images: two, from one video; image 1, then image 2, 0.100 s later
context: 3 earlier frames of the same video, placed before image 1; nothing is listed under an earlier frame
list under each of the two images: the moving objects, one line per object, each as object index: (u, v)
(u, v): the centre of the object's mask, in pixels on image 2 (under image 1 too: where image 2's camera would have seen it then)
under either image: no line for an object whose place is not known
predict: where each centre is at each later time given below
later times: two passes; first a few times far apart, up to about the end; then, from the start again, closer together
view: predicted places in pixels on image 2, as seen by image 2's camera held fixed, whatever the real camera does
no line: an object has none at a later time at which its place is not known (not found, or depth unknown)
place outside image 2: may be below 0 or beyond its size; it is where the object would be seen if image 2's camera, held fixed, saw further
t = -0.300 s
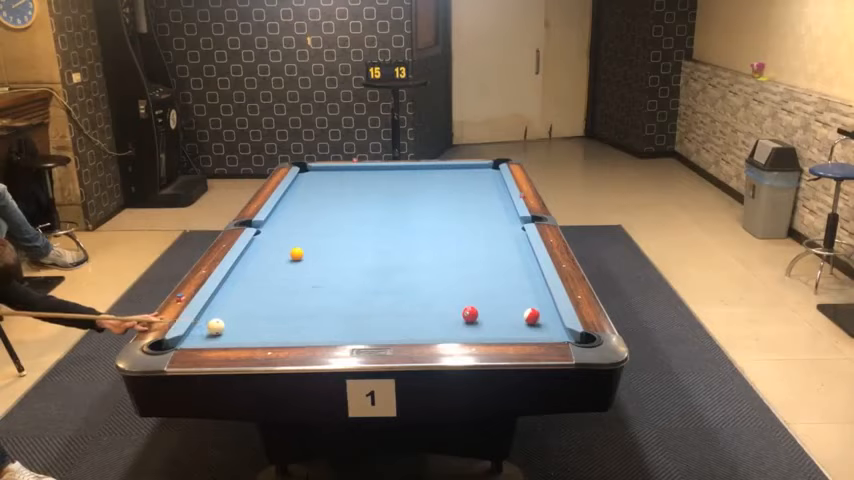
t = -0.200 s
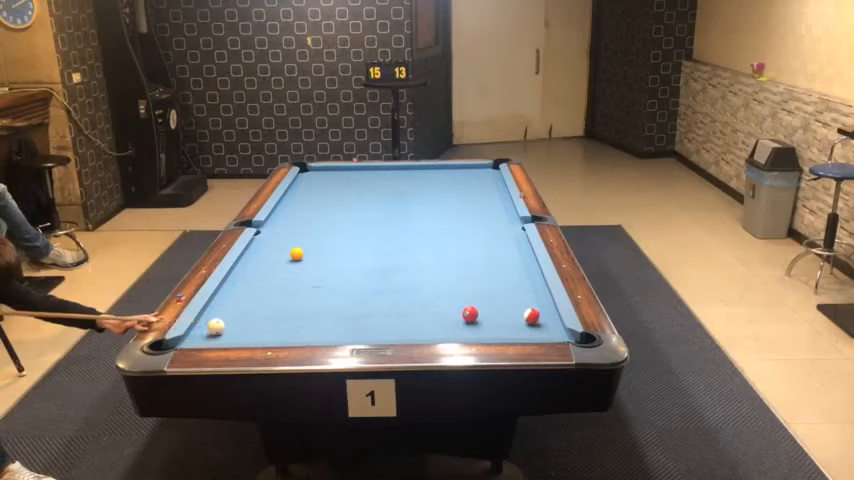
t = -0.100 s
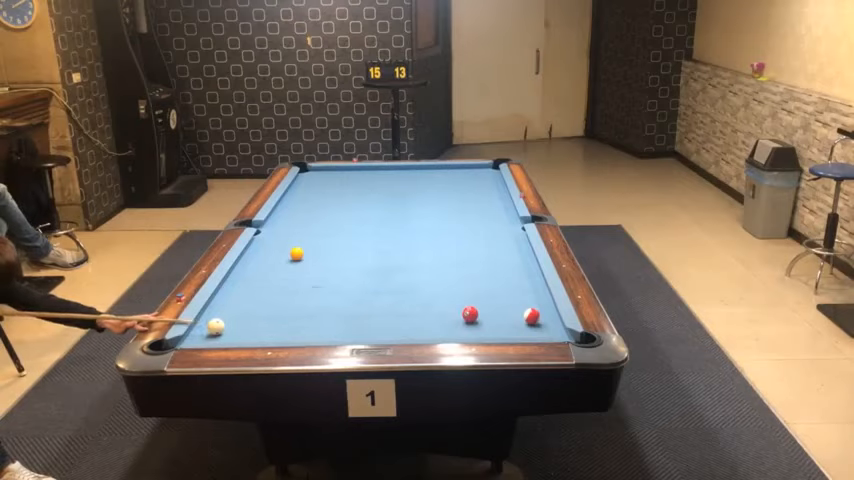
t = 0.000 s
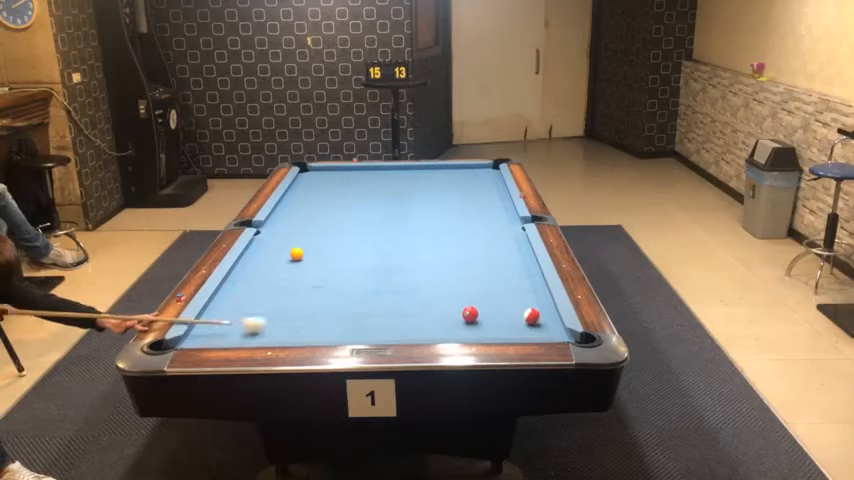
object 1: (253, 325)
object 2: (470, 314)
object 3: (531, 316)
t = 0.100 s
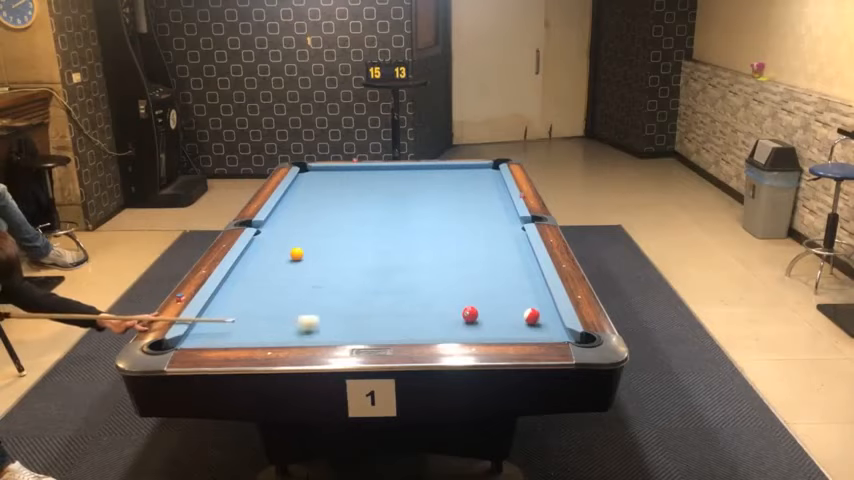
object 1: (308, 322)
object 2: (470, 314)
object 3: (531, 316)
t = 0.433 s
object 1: (463, 321)
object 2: (488, 310)
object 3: (531, 316)
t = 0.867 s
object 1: (536, 328)
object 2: (520, 296)
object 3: (531, 315)
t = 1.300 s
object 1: (544, 319)
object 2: (472, 293)
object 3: (526, 313)
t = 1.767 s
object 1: (539, 317)
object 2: (426, 290)
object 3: (507, 306)
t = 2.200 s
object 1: (539, 317)
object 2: (388, 288)
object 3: (493, 301)
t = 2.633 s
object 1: (539, 317)
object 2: (354, 286)
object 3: (483, 297)
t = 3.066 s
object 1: (539, 317)
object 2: (324, 285)
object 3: (477, 295)
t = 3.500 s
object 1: (539, 317)
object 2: (298, 284)
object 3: (474, 294)
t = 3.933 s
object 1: (539, 317)
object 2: (275, 283)
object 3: (472, 293)
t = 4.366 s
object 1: (539, 317)
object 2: (256, 283)
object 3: (472, 293)
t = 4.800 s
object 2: (240, 283)
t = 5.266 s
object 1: (539, 317)
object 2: (228, 283)
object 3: (473, 293)
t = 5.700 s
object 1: (539, 317)
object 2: (232, 282)
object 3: (473, 293)
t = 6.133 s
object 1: (539, 317)
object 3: (473, 293)
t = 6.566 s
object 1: (539, 317)
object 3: (473, 293)
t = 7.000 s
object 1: (539, 317)
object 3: (473, 293)
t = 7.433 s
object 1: (539, 317)
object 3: (473, 293)
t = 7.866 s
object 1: (539, 317)
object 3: (473, 293)
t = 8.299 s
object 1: (539, 317)
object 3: (473, 293)
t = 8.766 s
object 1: (539, 317)
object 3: (473, 293)
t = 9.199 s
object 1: (539, 317)
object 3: (473, 293)
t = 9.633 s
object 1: (539, 317)
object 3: (473, 293)
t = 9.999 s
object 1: (539, 317)
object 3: (473, 293)
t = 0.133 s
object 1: (326, 321)
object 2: (470, 314)
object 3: (531, 316)
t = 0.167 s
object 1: (344, 321)
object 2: (470, 314)
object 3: (531, 316)
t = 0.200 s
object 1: (362, 320)
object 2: (470, 314)
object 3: (531, 316)
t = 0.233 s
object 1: (379, 319)
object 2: (470, 314)
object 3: (531, 316)
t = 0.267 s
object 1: (397, 318)
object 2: (470, 314)
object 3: (531, 316)
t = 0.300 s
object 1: (414, 318)
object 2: (470, 314)
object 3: (531, 316)
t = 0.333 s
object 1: (431, 318)
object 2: (470, 314)
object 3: (531, 316)
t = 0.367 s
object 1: (448, 317)
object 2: (470, 314)
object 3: (531, 316)
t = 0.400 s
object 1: (458, 318)
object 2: (476, 312)
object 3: (531, 316)
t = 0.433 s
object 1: (463, 321)
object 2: (488, 310)
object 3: (531, 316)
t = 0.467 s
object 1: (469, 323)
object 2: (498, 307)
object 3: (531, 316)
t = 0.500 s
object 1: (475, 325)
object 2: (507, 306)
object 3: (531, 315)
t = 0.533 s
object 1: (482, 327)
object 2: (517, 304)
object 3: (531, 316)
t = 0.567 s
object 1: (489, 328)
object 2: (525, 301)
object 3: (531, 316)
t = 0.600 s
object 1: (496, 329)
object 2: (532, 299)
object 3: (531, 316)
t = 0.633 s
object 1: (504, 330)
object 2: (539, 298)
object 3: (531, 316)
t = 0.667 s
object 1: (511, 332)
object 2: (544, 297)
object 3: (531, 316)
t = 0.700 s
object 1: (516, 331)
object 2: (540, 297)
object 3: (531, 315)
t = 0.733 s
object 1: (520, 331)
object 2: (536, 297)
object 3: (531, 316)
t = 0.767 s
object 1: (524, 330)
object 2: (532, 296)
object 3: (532, 315)
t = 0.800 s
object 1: (527, 329)
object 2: (528, 296)
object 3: (531, 315)
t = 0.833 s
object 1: (531, 328)
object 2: (524, 296)
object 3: (531, 315)
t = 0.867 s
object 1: (536, 328)
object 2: (520, 296)
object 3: (531, 315)
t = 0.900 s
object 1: (539, 327)
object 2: (516, 296)
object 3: (531, 315)
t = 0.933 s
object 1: (543, 326)
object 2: (512, 295)
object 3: (531, 315)
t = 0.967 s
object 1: (546, 326)
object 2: (509, 295)
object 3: (531, 316)
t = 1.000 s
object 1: (550, 325)
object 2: (505, 295)
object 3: (531, 316)
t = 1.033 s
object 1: (552, 324)
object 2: (501, 295)
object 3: (531, 315)
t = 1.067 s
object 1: (552, 323)
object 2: (497, 294)
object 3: (531, 316)
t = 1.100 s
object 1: (551, 322)
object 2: (493, 294)
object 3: (531, 316)
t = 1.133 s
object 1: (549, 321)
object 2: (490, 294)
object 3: (531, 315)
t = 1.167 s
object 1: (547, 320)
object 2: (486, 294)
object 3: (531, 315)
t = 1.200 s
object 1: (546, 320)
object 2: (482, 294)
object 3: (530, 315)
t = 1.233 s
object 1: (545, 320)
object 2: (479, 293)
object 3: (528, 314)
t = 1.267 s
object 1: (544, 320)
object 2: (475, 293)
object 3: (527, 314)
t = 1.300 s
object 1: (544, 319)
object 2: (472, 293)
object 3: (526, 313)
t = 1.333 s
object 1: (544, 319)
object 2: (468, 293)
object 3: (524, 313)
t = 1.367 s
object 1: (544, 319)
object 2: (465, 293)
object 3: (523, 312)
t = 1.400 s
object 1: (543, 319)
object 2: (462, 293)
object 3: (521, 312)
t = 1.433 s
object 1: (543, 319)
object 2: (458, 292)
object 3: (520, 311)
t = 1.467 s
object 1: (542, 319)
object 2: (455, 292)
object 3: (519, 311)
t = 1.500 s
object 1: (542, 319)
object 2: (451, 292)
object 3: (517, 311)
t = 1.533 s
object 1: (542, 318)
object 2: (448, 291)
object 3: (516, 310)
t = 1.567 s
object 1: (541, 318)
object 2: (445, 292)
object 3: (515, 309)
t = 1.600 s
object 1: (541, 318)
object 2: (441, 291)
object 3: (513, 309)
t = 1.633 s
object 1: (540, 318)
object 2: (438, 291)
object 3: (512, 308)
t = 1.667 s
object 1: (540, 318)
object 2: (435, 291)
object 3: (511, 308)
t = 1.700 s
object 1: (540, 318)
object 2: (432, 291)
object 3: (509, 307)
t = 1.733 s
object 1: (540, 317)
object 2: (429, 291)
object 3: (508, 306)
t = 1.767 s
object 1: (539, 317)
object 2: (426, 290)
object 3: (507, 306)
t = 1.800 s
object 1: (539, 317)
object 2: (422, 290)
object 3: (506, 305)
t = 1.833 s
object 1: (540, 317)
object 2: (419, 290)
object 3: (504, 305)
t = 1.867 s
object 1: (539, 317)
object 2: (416, 290)
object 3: (504, 305)
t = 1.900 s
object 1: (539, 317)
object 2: (414, 290)
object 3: (502, 304)
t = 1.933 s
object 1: (539, 317)
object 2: (411, 290)
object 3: (501, 304)
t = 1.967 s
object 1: (539, 317)
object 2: (408, 289)
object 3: (500, 304)
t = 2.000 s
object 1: (539, 317)
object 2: (404, 289)
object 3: (499, 303)
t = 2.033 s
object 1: (539, 317)
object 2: (402, 289)
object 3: (498, 303)
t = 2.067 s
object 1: (539, 317)
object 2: (399, 289)
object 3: (497, 302)
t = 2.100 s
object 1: (539, 317)
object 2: (396, 289)
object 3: (496, 302)
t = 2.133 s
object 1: (539, 317)
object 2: (393, 288)
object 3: (495, 302)
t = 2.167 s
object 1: (539, 317)
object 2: (391, 288)
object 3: (494, 301)
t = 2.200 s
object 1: (539, 317)
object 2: (388, 288)
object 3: (493, 301)
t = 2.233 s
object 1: (539, 317)
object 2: (385, 288)
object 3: (492, 301)
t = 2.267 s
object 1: (539, 317)
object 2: (382, 288)
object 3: (491, 300)
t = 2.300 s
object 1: (539, 317)
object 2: (379, 288)
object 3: (491, 300)
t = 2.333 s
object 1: (539, 317)
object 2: (377, 288)
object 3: (490, 300)
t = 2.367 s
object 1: (539, 317)
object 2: (374, 288)
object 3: (489, 299)
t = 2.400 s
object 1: (539, 317)
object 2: (372, 287)
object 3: (488, 299)
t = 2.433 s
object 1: (539, 317)
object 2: (369, 287)
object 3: (488, 299)
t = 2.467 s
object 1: (539, 317)
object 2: (366, 287)
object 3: (487, 298)
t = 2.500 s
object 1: (539, 317)
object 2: (364, 287)
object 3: (487, 298)
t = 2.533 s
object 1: (539, 317)
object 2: (361, 287)
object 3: (486, 298)
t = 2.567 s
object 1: (539, 317)
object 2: (359, 287)
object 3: (485, 298)
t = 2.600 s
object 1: (539, 317)
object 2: (356, 286)
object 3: (484, 297)
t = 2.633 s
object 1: (539, 317)
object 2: (354, 286)
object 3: (483, 297)
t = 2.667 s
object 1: (539, 317)
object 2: (352, 286)
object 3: (483, 297)
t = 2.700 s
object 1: (539, 317)
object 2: (349, 286)
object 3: (482, 297)
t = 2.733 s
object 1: (539, 317)
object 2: (347, 286)
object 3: (482, 296)
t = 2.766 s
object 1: (539, 317)
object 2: (344, 286)
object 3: (481, 296)
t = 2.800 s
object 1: (539, 317)
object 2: (342, 286)
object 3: (481, 296)
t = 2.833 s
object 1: (539, 317)
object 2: (340, 286)
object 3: (480, 296)
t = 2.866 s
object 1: (539, 317)
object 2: (337, 286)
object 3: (480, 296)
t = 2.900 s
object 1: (539, 317)
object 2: (335, 286)
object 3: (479, 295)
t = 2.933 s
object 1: (539, 317)
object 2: (333, 286)
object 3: (479, 295)
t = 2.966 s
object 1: (539, 317)
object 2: (330, 286)
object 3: (478, 295)
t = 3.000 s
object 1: (539, 317)
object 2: (328, 285)
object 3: (478, 295)
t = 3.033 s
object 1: (539, 317)
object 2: (326, 285)
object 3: (477, 295)
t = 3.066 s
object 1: (539, 317)
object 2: (324, 285)
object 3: (477, 295)
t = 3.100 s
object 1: (539, 317)
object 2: (322, 285)
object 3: (476, 295)
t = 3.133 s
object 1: (539, 317)
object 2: (320, 285)
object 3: (476, 295)
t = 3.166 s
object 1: (539, 317)
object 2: (318, 285)
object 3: (476, 295)
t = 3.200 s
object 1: (539, 317)
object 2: (316, 285)
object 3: (476, 295)
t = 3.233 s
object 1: (539, 317)
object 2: (314, 285)
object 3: (475, 295)
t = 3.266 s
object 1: (539, 317)
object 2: (311, 285)
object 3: (475, 295)
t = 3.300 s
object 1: (539, 317)
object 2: (310, 285)
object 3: (475, 294)
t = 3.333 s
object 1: (539, 317)
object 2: (307, 284)
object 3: (475, 294)
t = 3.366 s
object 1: (539, 317)
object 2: (305, 284)
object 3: (475, 294)
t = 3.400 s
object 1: (539, 317)
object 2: (304, 284)
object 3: (474, 294)
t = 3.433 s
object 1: (539, 317)
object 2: (301, 284)
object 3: (474, 294)
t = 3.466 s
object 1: (539, 317)
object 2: (299, 284)
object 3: (474, 294)
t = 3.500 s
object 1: (539, 317)
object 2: (298, 284)
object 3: (474, 294)
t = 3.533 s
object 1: (539, 317)
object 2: (296, 284)
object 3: (474, 294)
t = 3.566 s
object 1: (539, 317)
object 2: (294, 284)
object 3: (474, 293)
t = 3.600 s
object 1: (539, 317)
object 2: (292, 284)
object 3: (474, 293)
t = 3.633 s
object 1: (539, 317)
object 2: (291, 284)
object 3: (473, 293)
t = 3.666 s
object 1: (539, 317)
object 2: (288, 284)
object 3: (473, 293)
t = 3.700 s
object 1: (539, 317)
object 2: (287, 284)
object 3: (473, 293)
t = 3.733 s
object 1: (539, 317)
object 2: (285, 284)
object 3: (473, 293)
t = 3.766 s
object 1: (539, 317)
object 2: (283, 284)
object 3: (473, 293)
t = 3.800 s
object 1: (539, 317)
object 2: (281, 284)
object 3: (473, 293)
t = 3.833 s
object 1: (539, 317)
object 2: (279, 284)
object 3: (473, 293)
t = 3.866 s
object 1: (539, 317)
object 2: (279, 284)
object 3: (473, 293)
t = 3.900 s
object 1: (539, 317)
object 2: (276, 283)
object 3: (472, 293)
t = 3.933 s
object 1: (539, 317)
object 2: (275, 283)
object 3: (472, 293)
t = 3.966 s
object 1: (539, 317)
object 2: (273, 283)
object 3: (472, 293)
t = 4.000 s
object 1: (539, 317)
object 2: (272, 283)
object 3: (472, 293)
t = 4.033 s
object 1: (539, 317)
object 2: (270, 283)
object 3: (472, 293)
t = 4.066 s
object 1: (539, 317)
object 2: (269, 283)
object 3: (472, 293)
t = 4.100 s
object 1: (539, 317)
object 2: (273, 282)
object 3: (472, 293)
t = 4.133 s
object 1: (539, 317)
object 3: (472, 293)
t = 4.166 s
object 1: (539, 317)
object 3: (472, 293)
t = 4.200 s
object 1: (539, 317)
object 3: (472, 293)
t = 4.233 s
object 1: (539, 317)
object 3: (472, 293)
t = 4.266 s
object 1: (539, 317)
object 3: (472, 293)
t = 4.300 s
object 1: (539, 317)
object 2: (258, 283)
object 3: (472, 293)
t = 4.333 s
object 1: (539, 317)
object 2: (257, 283)
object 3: (472, 293)
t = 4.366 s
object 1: (539, 317)
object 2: (256, 283)
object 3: (472, 293)
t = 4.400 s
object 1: (539, 317)
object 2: (254, 283)
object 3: (472, 293)
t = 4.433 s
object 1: (539, 317)
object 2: (253, 283)
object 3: (474, 293)
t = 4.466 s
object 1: (539, 317)
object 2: (251, 283)
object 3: (472, 294)
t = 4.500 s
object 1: (539, 317)
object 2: (250, 283)
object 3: (474, 293)
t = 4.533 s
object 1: (539, 317)
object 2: (249, 283)
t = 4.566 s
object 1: (539, 317)
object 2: (248, 283)
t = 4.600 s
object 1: (539, 317)
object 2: (247, 283)
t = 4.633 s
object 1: (542, 315)
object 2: (245, 283)
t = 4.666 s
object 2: (244, 283)
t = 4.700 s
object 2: (243, 283)
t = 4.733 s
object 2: (242, 283)
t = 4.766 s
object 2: (241, 283)
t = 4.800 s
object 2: (240, 283)
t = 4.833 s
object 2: (239, 283)
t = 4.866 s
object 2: (238, 283)
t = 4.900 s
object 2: (237, 283)
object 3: (473, 293)
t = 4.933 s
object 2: (235, 283)
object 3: (473, 293)
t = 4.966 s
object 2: (234, 283)
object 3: (473, 293)
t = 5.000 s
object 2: (233, 283)
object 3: (473, 293)
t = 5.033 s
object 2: (232, 283)
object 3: (473, 293)
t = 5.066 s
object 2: (232, 283)
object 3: (473, 293)
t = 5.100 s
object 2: (231, 283)
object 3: (473, 293)
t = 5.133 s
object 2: (230, 283)
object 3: (473, 293)
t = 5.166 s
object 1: (538, 317)
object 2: (229, 283)
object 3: (473, 293)
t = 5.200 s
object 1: (539, 317)
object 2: (229, 283)
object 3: (473, 293)
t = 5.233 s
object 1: (539, 317)
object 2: (228, 283)
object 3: (473, 293)
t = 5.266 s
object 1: (539, 317)
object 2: (228, 283)
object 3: (473, 293)
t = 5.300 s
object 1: (539, 317)
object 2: (228, 283)
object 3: (473, 293)
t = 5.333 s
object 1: (539, 317)
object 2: (228, 283)
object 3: (473, 293)
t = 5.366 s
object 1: (539, 317)
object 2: (229, 283)
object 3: (473, 293)
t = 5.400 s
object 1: (539, 317)
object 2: (229, 282)
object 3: (473, 293)
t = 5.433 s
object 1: (539, 317)
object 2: (230, 282)
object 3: (473, 293)
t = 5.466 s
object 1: (539, 317)
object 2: (230, 283)
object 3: (473, 293)
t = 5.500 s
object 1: (539, 317)
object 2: (230, 282)
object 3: (473, 293)
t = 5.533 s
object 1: (539, 317)
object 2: (230, 282)
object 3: (473, 293)
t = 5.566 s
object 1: (539, 317)
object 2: (230, 282)
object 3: (473, 293)
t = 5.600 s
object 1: (539, 317)
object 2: (231, 282)
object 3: (473, 293)
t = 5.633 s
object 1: (539, 317)
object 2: (231, 282)
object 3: (473, 293)
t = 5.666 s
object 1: (539, 317)
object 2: (232, 282)
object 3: (473, 293)
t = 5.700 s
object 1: (539, 317)
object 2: (232, 282)
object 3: (473, 293)
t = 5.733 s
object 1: (539, 317)
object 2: (232, 282)
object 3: (473, 293)
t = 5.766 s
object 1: (539, 317)
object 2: (232, 282)
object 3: (473, 293)
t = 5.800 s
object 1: (539, 317)
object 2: (232, 282)
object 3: (473, 293)
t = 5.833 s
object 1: (539, 317)
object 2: (232, 282)
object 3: (473, 293)
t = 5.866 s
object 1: (539, 317)
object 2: (232, 282)
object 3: (473, 293)
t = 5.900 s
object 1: (539, 317)
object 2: (232, 283)
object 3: (473, 293)
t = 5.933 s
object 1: (539, 317)
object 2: (232, 283)
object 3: (473, 293)
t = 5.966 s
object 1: (539, 317)
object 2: (232, 283)
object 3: (473, 293)
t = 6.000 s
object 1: (539, 317)
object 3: (473, 293)
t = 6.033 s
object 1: (539, 317)
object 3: (473, 293)
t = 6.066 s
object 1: (539, 317)
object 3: (473, 293)
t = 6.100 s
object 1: (539, 317)
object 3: (473, 293)
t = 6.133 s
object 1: (539, 317)
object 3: (473, 293)
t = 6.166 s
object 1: (539, 317)
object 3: (473, 293)
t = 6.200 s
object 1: (539, 317)
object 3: (473, 293)
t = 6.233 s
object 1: (539, 317)
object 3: (473, 293)
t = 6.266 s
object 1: (539, 317)
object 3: (473, 293)
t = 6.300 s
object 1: (539, 317)
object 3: (473, 293)
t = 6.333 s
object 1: (539, 317)
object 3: (473, 293)
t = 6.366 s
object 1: (539, 317)
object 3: (473, 293)
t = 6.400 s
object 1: (539, 317)
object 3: (473, 293)
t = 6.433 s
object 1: (539, 317)
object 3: (473, 293)
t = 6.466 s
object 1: (539, 317)
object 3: (473, 293)
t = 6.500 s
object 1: (539, 317)
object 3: (473, 293)
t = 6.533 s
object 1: (539, 317)
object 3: (473, 293)
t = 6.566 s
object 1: (539, 317)
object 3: (473, 293)
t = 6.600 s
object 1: (539, 317)
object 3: (473, 293)
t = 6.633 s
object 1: (539, 317)
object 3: (473, 293)
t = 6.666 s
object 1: (539, 317)
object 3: (473, 293)
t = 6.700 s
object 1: (539, 317)
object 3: (473, 293)
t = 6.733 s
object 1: (539, 317)
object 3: (473, 293)
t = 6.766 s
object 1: (539, 317)
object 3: (473, 293)
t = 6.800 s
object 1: (539, 317)
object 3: (473, 293)
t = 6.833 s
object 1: (539, 317)
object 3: (473, 293)
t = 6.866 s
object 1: (539, 317)
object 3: (473, 293)
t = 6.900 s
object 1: (539, 317)
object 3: (473, 293)
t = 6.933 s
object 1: (539, 317)
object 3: (473, 293)
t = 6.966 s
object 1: (539, 317)
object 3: (473, 293)
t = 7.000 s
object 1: (539, 317)
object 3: (473, 293)
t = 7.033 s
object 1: (539, 317)
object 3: (473, 293)
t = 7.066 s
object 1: (539, 317)
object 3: (473, 293)
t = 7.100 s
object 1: (539, 317)
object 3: (473, 293)
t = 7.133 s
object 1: (539, 317)
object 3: (473, 293)
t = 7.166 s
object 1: (539, 317)
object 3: (473, 293)
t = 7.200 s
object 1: (539, 317)
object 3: (473, 292)
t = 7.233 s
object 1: (539, 317)
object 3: (473, 293)
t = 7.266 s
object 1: (539, 317)
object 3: (473, 293)
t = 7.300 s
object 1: (539, 317)
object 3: (473, 293)
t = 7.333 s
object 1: (539, 317)
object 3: (473, 293)
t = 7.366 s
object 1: (539, 317)
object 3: (473, 293)
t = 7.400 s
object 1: (539, 317)
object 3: (473, 293)
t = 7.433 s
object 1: (539, 317)
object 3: (473, 293)
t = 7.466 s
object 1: (539, 317)
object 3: (473, 293)
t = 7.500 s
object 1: (539, 317)
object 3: (473, 293)
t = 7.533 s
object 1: (539, 317)
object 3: (473, 293)
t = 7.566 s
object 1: (539, 317)
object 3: (473, 293)
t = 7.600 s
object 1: (539, 317)
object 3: (473, 293)
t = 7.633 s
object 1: (539, 317)
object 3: (473, 293)
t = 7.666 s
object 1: (539, 317)
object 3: (473, 293)
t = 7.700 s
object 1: (539, 317)
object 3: (473, 293)
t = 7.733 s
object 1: (539, 317)
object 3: (473, 293)
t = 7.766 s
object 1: (539, 317)
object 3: (473, 293)
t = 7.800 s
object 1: (539, 317)
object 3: (473, 293)
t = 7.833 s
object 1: (539, 317)
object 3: (472, 293)
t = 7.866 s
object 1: (539, 317)
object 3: (473, 293)
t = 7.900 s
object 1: (539, 317)
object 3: (473, 293)
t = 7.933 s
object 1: (539, 317)
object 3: (473, 293)
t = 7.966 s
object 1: (539, 317)
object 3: (473, 293)
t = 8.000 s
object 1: (539, 317)
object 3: (473, 293)
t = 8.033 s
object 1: (539, 317)
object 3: (473, 293)
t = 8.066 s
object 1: (539, 317)
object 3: (473, 293)
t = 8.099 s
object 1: (539, 317)
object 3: (473, 293)
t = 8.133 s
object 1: (539, 317)
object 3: (473, 293)
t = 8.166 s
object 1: (539, 317)
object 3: (473, 293)
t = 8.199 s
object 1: (539, 317)
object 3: (473, 293)
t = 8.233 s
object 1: (539, 317)
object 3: (473, 293)
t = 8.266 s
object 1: (539, 317)
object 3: (473, 293)
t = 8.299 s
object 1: (539, 317)
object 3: (473, 293)
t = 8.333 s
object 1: (539, 317)
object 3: (473, 293)
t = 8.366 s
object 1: (539, 317)
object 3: (473, 293)
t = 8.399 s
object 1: (539, 317)
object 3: (473, 293)
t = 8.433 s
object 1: (539, 317)
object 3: (473, 293)
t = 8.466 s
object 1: (539, 317)
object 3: (473, 293)
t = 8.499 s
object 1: (539, 317)
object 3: (473, 293)
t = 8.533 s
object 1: (539, 317)
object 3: (472, 293)
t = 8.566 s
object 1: (539, 317)
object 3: (473, 293)
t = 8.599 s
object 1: (539, 317)
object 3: (472, 293)
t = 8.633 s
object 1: (539, 317)
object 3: (473, 293)
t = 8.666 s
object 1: (539, 317)
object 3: (473, 293)
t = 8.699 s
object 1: (539, 317)
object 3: (473, 293)
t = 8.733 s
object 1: (539, 317)
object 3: (473, 293)
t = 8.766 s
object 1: (539, 317)
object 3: (473, 293)
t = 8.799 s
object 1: (539, 317)
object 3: (473, 293)
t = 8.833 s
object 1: (539, 317)
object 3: (473, 293)
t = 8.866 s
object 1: (539, 317)
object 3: (473, 293)
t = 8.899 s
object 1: (539, 317)
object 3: (473, 293)
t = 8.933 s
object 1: (539, 317)
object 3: (473, 293)
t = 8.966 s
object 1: (539, 317)
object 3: (472, 293)
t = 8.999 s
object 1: (539, 317)
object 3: (473, 293)
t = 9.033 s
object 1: (539, 317)
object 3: (473, 293)
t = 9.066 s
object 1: (539, 317)
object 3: (473, 293)
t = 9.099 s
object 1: (539, 317)
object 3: (473, 293)
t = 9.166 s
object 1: (539, 317)
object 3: (473, 293)
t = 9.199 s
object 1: (539, 317)
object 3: (473, 293)
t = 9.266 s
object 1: (539, 317)
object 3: (472, 293)
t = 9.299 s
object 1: (539, 317)
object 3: (472, 293)
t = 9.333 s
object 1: (538, 317)
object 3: (473, 293)
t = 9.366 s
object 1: (539, 317)
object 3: (473, 293)
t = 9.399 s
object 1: (539, 317)
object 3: (473, 293)
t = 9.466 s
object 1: (539, 317)
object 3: (473, 293)
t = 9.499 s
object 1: (539, 317)
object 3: (473, 293)
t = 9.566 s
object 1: (539, 317)
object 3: (473, 293)
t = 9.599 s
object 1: (539, 317)
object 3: (473, 293)
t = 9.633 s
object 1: (539, 317)
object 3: (473, 293)
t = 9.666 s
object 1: (539, 317)
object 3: (472, 293)
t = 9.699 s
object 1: (539, 317)
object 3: (472, 293)
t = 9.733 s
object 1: (539, 317)
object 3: (472, 293)
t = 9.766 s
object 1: (539, 317)
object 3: (472, 293)
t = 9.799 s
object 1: (539, 317)
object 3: (472, 293)
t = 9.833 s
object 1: (539, 317)
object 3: (472, 293)
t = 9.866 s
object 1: (539, 317)
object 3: (473, 293)
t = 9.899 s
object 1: (539, 317)
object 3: (473, 293)
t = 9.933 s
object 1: (539, 317)
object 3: (473, 293)
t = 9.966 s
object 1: (539, 317)
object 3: (473, 293)
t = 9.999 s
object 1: (539, 317)
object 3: (473, 293)
